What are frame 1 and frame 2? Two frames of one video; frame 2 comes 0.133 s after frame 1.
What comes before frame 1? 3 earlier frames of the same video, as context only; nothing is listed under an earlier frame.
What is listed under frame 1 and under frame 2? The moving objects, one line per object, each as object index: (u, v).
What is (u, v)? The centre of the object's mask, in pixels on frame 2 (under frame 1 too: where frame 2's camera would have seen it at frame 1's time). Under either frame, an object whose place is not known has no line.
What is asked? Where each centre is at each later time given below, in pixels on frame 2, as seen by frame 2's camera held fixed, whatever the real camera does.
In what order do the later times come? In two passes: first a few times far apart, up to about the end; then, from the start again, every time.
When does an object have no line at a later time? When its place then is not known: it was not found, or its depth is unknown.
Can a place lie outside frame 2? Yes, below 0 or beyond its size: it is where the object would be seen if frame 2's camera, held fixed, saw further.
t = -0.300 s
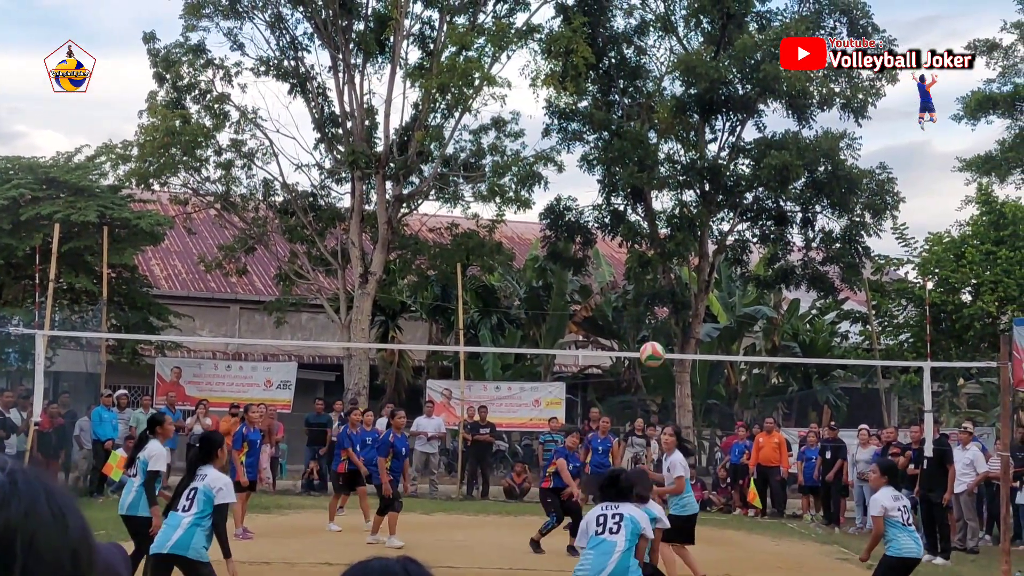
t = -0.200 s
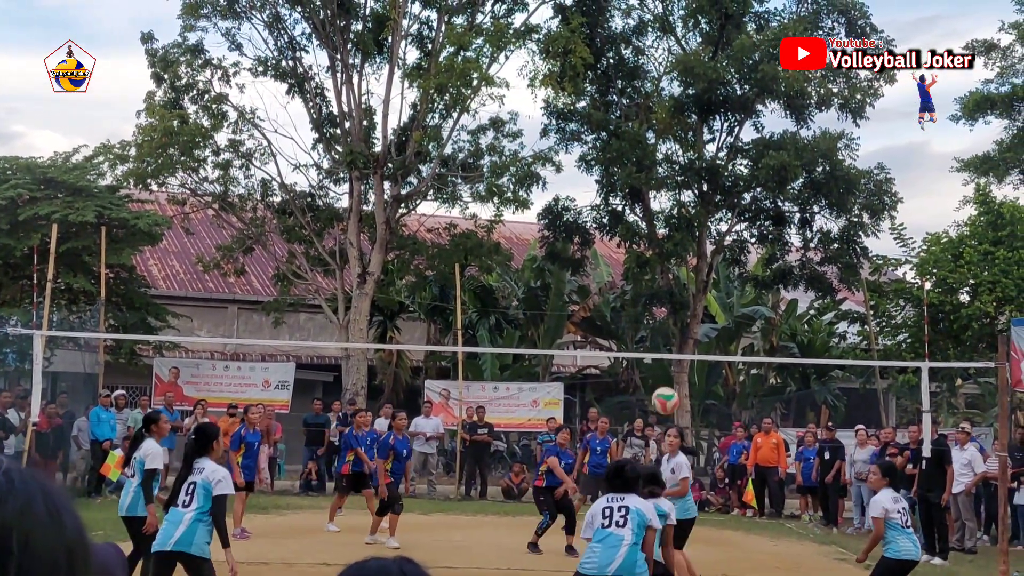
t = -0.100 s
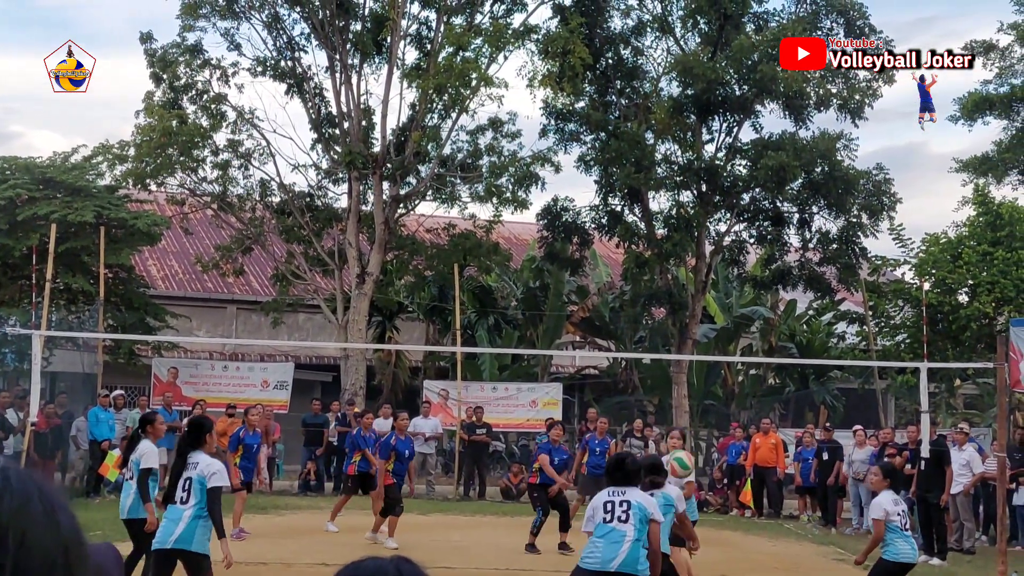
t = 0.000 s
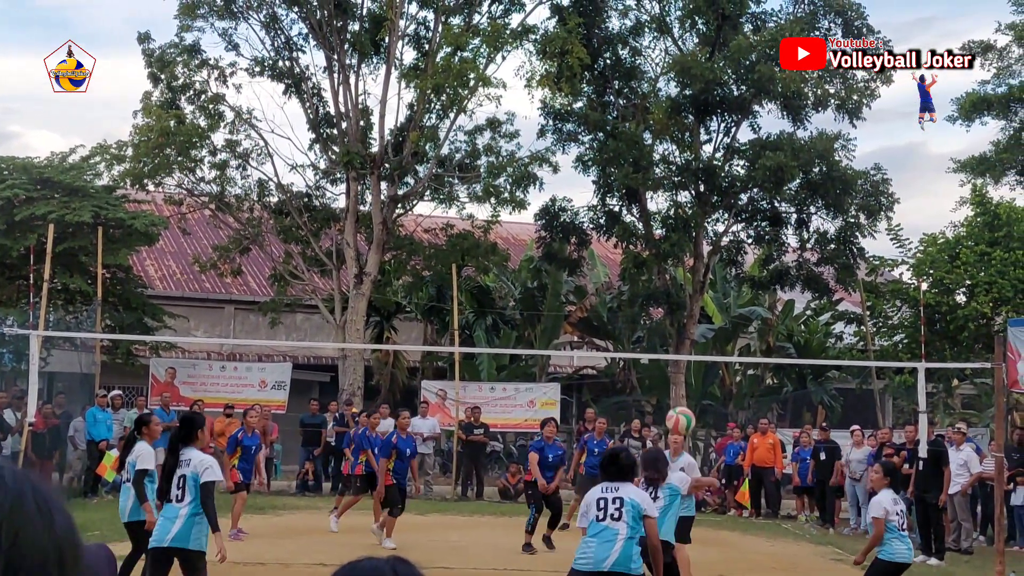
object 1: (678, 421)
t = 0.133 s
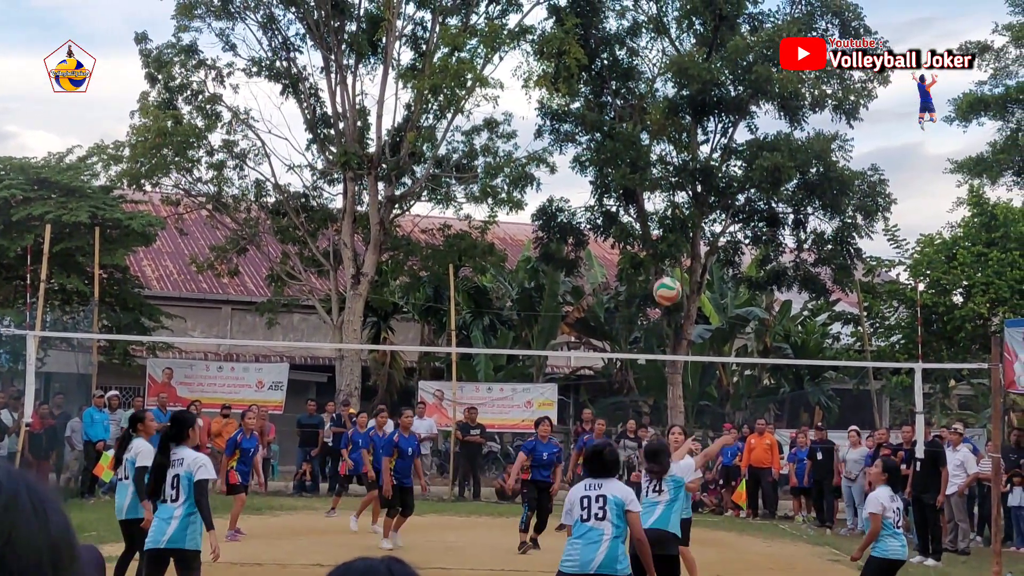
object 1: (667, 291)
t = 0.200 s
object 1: (662, 237)
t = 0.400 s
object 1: (647, 117)
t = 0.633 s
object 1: (627, 44)
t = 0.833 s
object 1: (610, 34)
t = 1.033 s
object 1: (591, 71)
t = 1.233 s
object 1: (572, 148)
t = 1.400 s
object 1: (556, 243)
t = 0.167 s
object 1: (665, 264)
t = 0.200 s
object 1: (662, 237)
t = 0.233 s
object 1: (660, 214)
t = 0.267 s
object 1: (658, 190)
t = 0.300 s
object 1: (655, 170)
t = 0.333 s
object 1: (653, 150)
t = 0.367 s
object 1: (650, 132)
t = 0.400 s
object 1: (647, 117)
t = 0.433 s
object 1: (644, 102)
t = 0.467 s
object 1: (641, 89)
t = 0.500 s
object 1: (638, 77)
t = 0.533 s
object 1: (636, 67)
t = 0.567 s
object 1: (633, 58)
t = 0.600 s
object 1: (630, 50)
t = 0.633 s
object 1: (627, 44)
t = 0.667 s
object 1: (625, 39)
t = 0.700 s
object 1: (621, 36)
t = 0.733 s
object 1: (619, 34)
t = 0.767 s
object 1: (616, 33)
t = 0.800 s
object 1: (613, 33)
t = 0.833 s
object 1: (610, 34)
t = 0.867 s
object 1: (607, 37)
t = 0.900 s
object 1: (604, 41)
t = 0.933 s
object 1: (601, 47)
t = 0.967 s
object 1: (597, 53)
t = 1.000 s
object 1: (594, 62)
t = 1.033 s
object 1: (591, 71)
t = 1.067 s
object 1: (588, 80)
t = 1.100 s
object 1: (585, 92)
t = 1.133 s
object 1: (581, 104)
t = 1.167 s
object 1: (578, 118)
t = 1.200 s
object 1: (575, 132)
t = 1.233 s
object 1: (572, 148)
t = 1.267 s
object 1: (569, 165)
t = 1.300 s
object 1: (565, 183)
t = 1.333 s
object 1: (562, 202)
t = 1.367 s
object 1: (559, 222)
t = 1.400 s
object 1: (556, 243)
